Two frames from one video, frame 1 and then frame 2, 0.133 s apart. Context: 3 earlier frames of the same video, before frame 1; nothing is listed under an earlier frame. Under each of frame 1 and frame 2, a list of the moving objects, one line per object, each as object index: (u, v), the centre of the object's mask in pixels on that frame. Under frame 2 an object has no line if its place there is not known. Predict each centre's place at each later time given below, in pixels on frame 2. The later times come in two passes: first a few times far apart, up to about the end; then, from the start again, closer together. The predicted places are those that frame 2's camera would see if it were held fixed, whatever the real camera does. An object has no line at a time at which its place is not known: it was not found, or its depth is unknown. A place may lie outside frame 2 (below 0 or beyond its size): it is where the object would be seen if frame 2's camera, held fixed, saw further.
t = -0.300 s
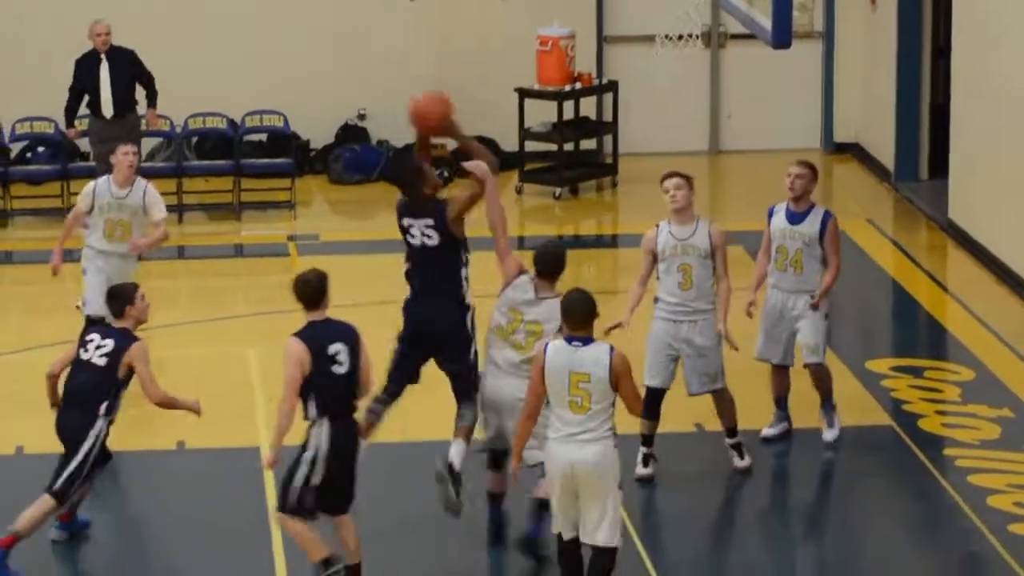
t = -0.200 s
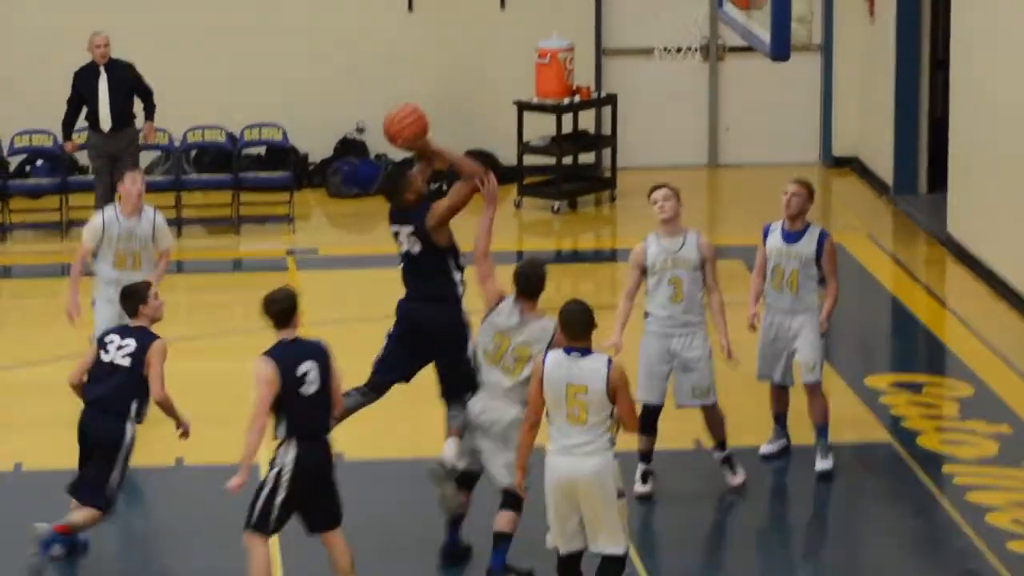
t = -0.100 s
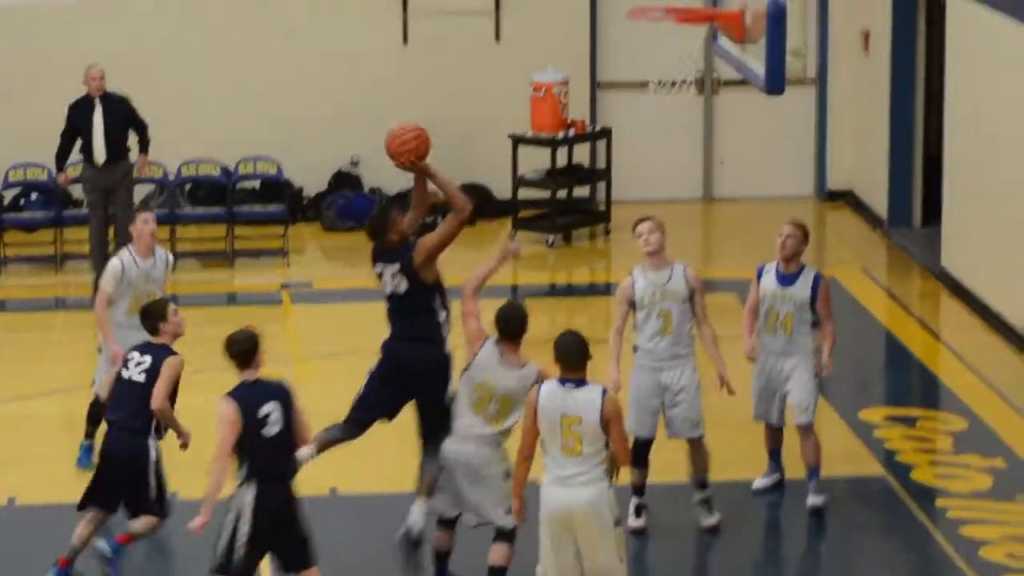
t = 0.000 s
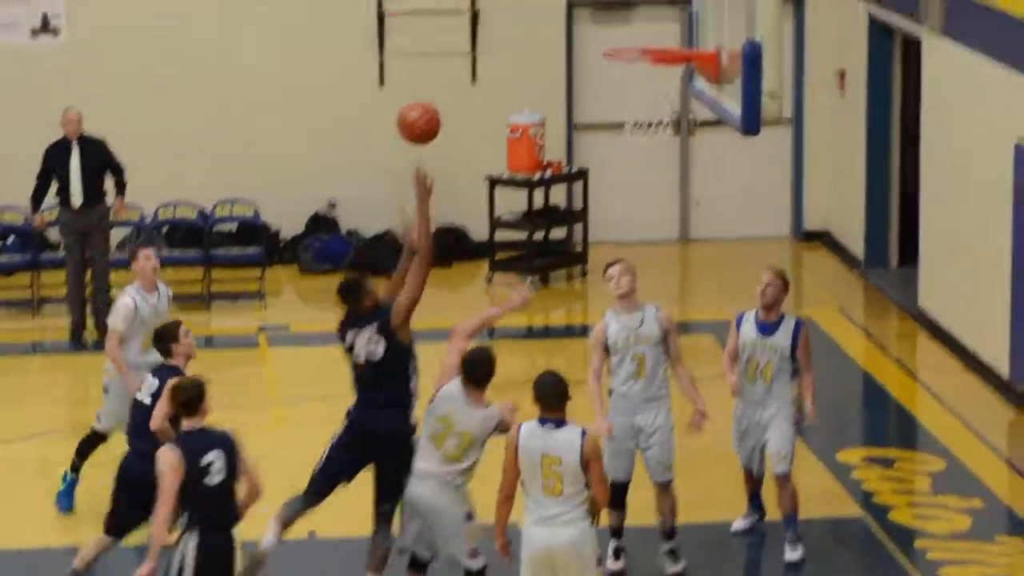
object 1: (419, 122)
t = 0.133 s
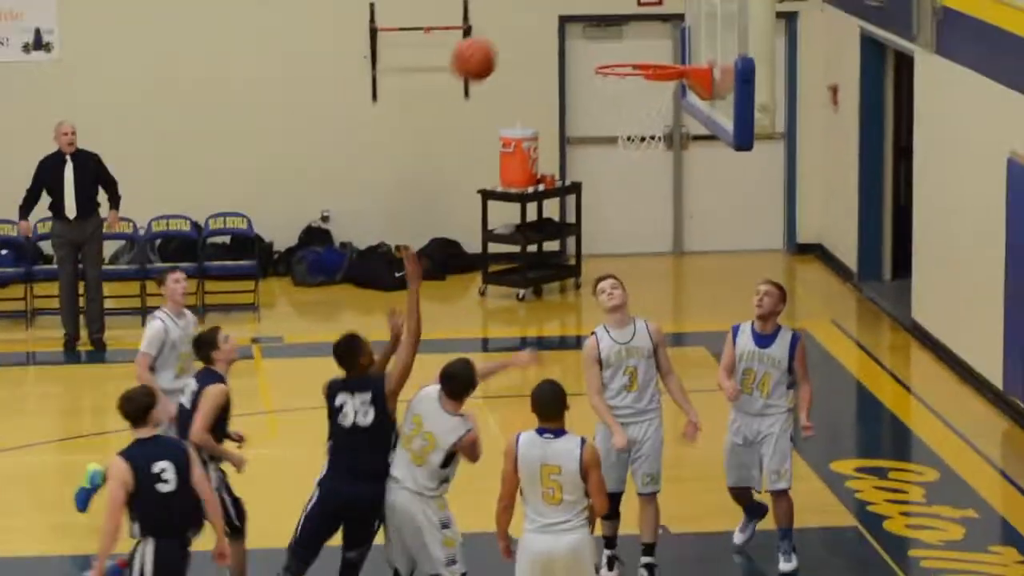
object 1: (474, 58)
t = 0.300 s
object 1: (551, 14)
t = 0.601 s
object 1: (685, 47)
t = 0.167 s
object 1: (490, 46)
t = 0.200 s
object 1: (504, 34)
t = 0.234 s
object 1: (517, 23)
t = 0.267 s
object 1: (536, 18)
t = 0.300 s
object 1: (551, 14)
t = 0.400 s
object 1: (595, 13)
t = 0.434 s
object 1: (608, 15)
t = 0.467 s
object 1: (625, 17)
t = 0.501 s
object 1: (640, 19)
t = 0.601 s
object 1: (685, 47)
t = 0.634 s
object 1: (690, 43)
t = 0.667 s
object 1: (685, 35)
